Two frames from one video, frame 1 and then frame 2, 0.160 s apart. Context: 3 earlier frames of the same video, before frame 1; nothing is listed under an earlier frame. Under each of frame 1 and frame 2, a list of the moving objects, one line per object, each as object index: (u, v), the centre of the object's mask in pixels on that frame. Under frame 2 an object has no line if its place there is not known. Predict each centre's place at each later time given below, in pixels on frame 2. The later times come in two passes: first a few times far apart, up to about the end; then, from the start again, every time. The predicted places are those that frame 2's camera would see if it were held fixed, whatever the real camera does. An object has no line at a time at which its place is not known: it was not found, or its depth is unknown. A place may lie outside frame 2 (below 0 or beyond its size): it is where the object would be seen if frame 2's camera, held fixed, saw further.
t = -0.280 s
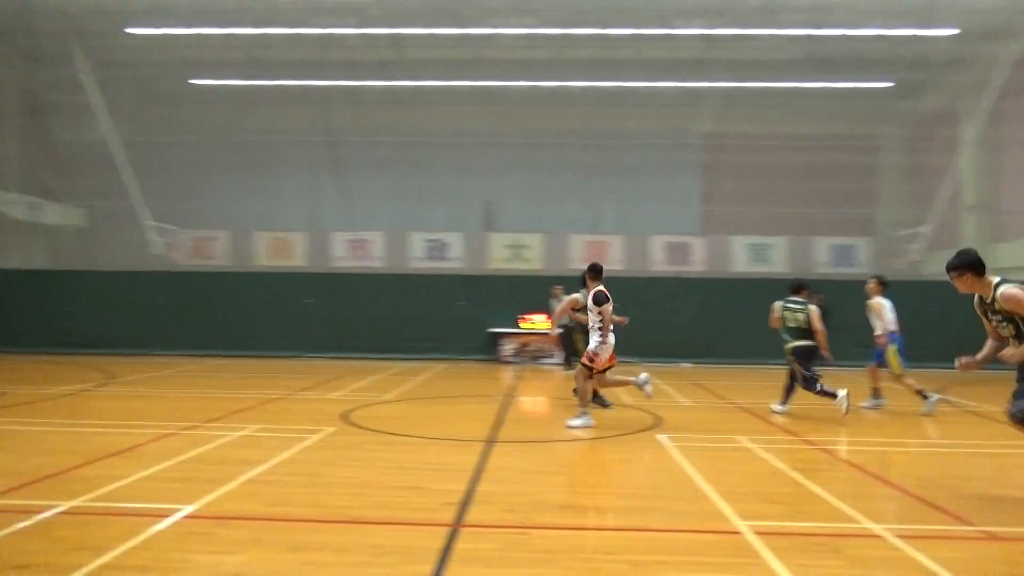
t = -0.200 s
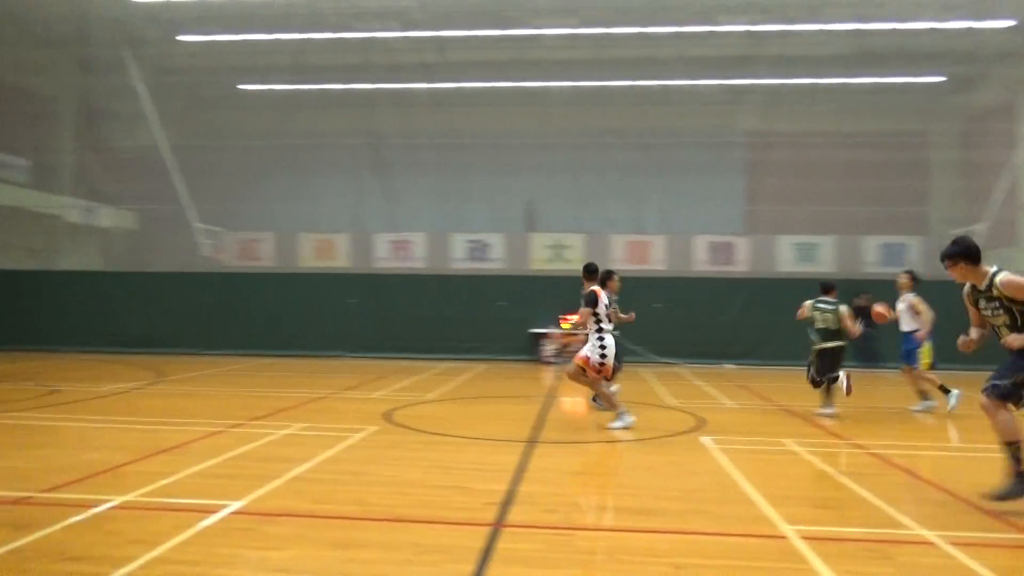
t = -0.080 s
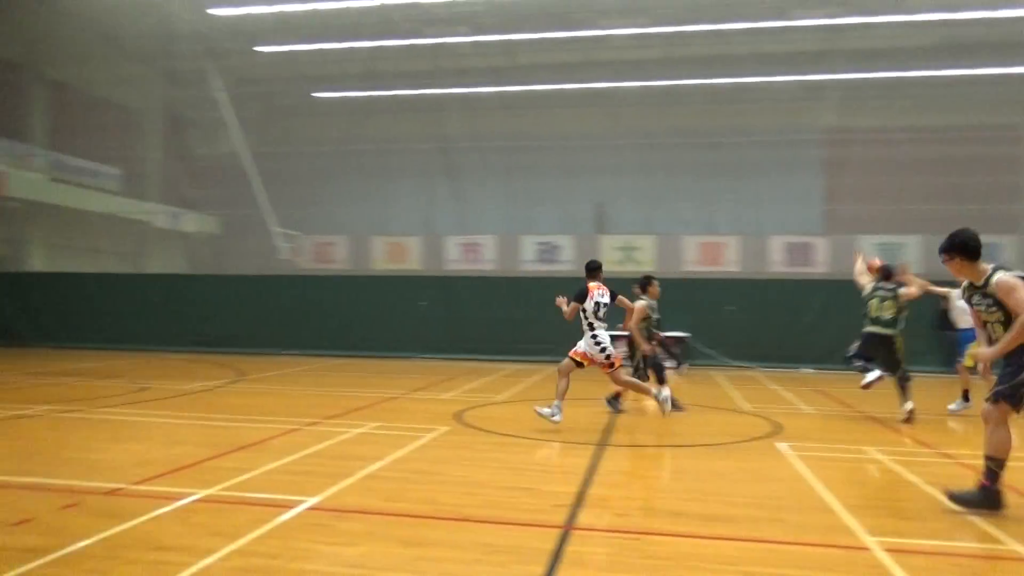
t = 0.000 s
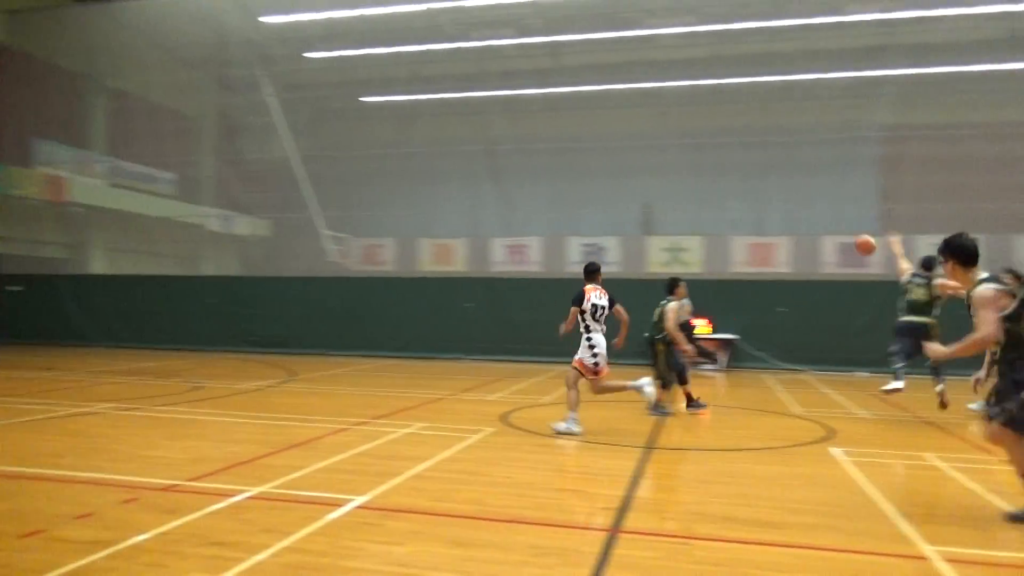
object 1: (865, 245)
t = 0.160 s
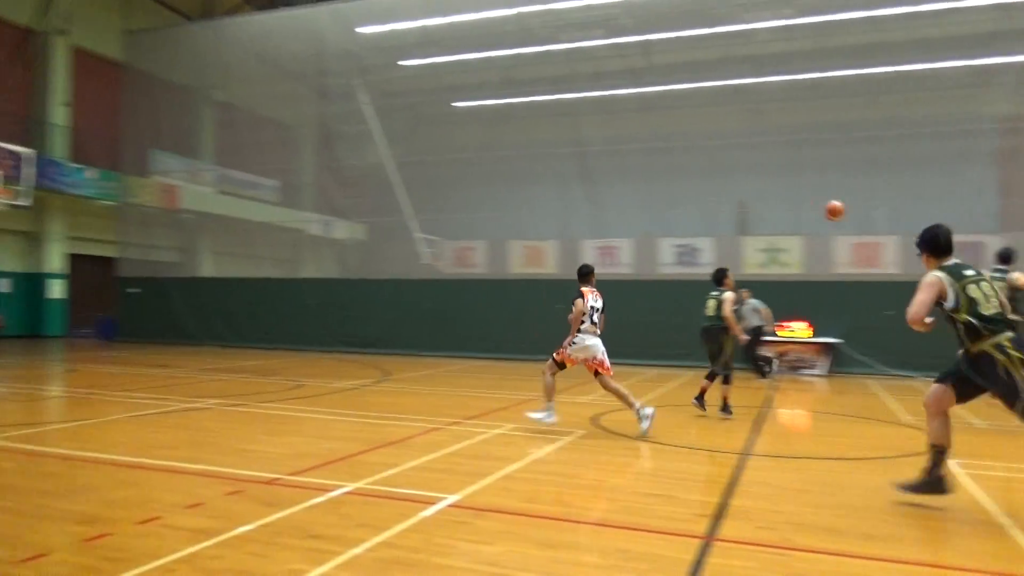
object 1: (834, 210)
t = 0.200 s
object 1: (799, 205)
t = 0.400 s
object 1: (626, 201)
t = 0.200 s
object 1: (799, 205)
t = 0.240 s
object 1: (763, 202)
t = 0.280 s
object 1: (728, 200)
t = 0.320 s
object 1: (694, 199)
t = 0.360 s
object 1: (660, 199)
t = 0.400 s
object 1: (626, 201)
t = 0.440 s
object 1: (593, 203)
